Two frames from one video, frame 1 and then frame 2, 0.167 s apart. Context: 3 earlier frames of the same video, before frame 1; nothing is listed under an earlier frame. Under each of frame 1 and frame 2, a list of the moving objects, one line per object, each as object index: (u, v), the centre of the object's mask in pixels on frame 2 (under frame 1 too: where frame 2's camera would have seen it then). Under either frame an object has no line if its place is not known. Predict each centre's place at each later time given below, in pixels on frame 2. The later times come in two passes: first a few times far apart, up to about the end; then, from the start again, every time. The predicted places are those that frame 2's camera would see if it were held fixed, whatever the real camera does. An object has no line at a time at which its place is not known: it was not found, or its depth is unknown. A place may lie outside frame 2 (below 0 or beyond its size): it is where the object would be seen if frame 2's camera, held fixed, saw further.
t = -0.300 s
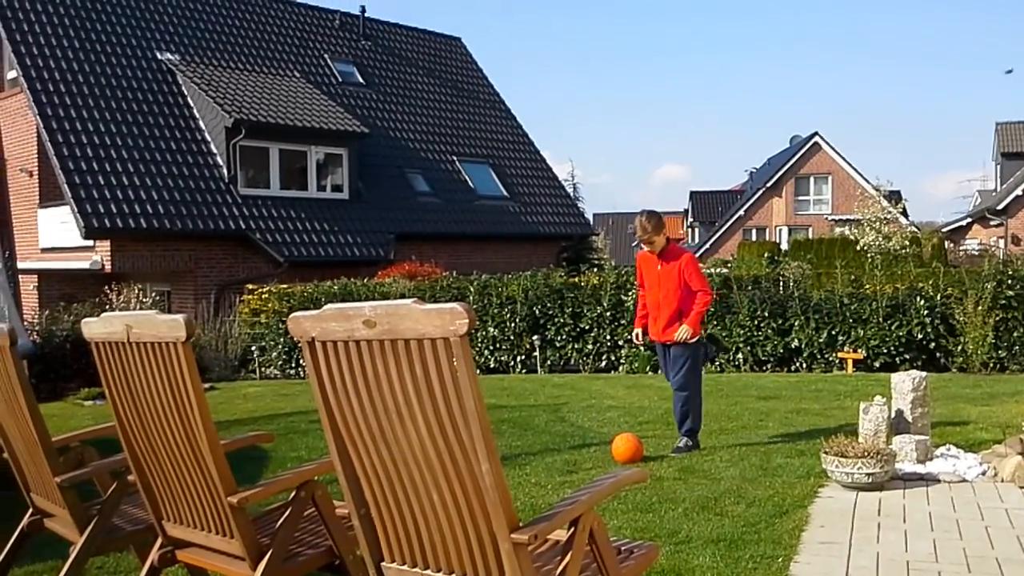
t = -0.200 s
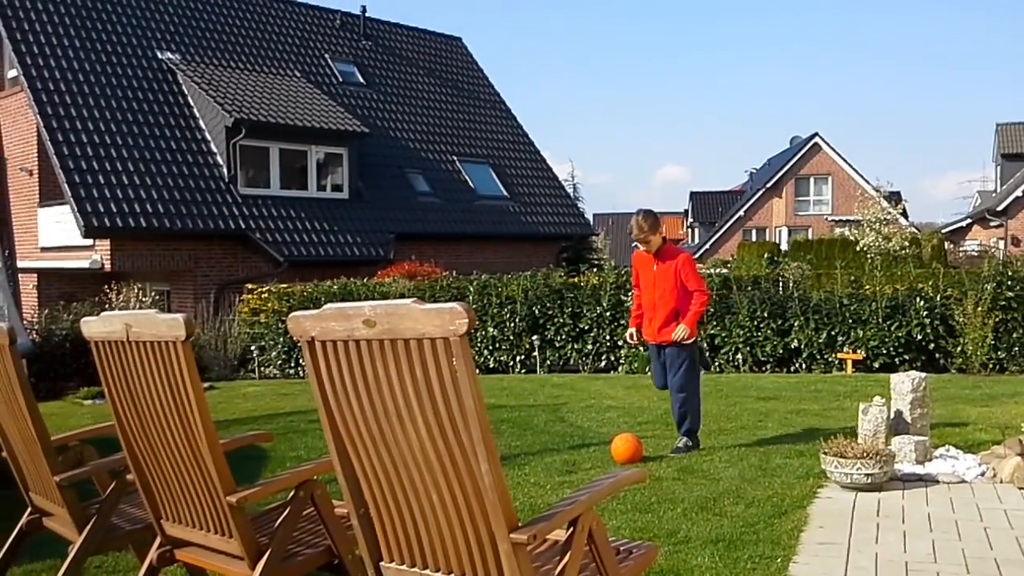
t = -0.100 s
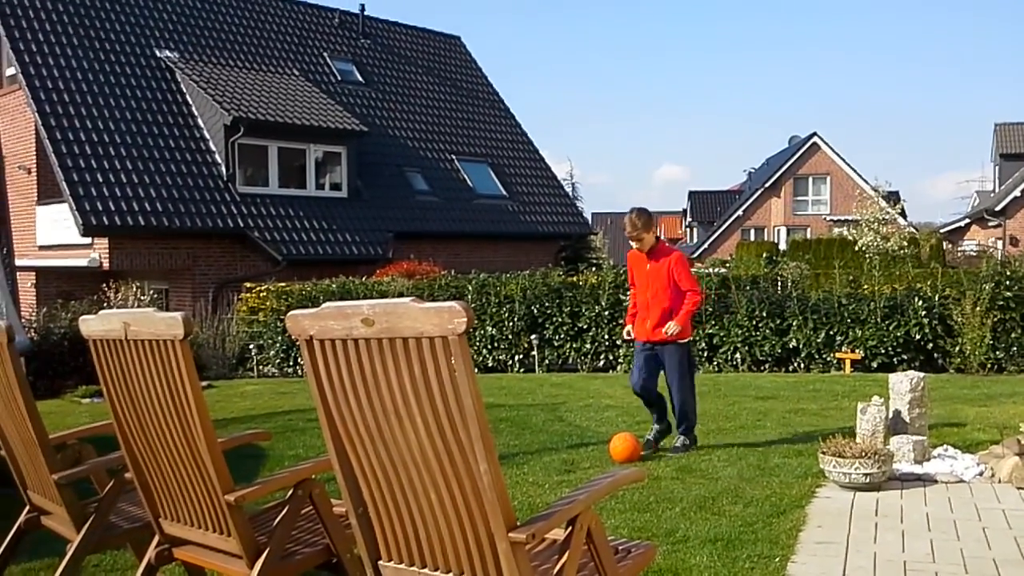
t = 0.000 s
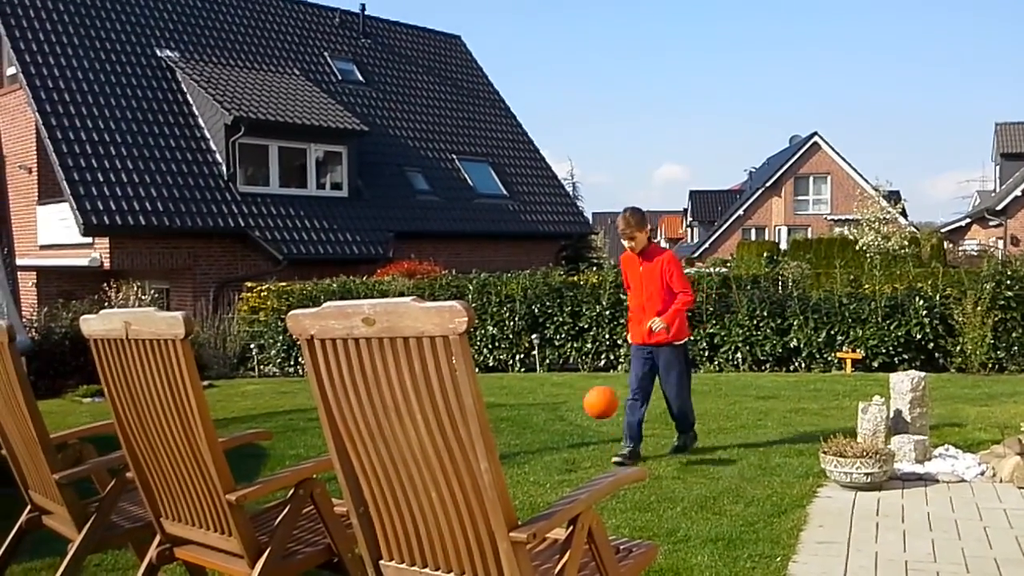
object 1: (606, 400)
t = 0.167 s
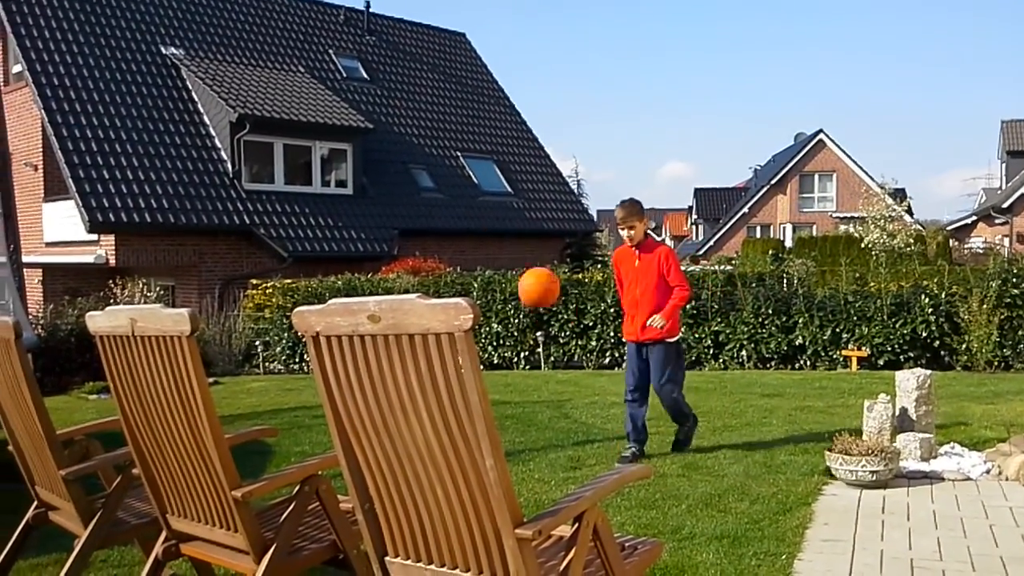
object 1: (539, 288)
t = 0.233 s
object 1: (503, 246)
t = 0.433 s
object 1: (339, 141)
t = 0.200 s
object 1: (522, 267)
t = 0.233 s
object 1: (503, 246)
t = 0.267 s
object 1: (483, 226)
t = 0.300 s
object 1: (460, 207)
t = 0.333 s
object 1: (435, 188)
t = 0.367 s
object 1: (407, 172)
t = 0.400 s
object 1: (375, 156)
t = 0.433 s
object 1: (339, 141)
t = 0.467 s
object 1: (300, 130)
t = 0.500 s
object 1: (255, 120)
